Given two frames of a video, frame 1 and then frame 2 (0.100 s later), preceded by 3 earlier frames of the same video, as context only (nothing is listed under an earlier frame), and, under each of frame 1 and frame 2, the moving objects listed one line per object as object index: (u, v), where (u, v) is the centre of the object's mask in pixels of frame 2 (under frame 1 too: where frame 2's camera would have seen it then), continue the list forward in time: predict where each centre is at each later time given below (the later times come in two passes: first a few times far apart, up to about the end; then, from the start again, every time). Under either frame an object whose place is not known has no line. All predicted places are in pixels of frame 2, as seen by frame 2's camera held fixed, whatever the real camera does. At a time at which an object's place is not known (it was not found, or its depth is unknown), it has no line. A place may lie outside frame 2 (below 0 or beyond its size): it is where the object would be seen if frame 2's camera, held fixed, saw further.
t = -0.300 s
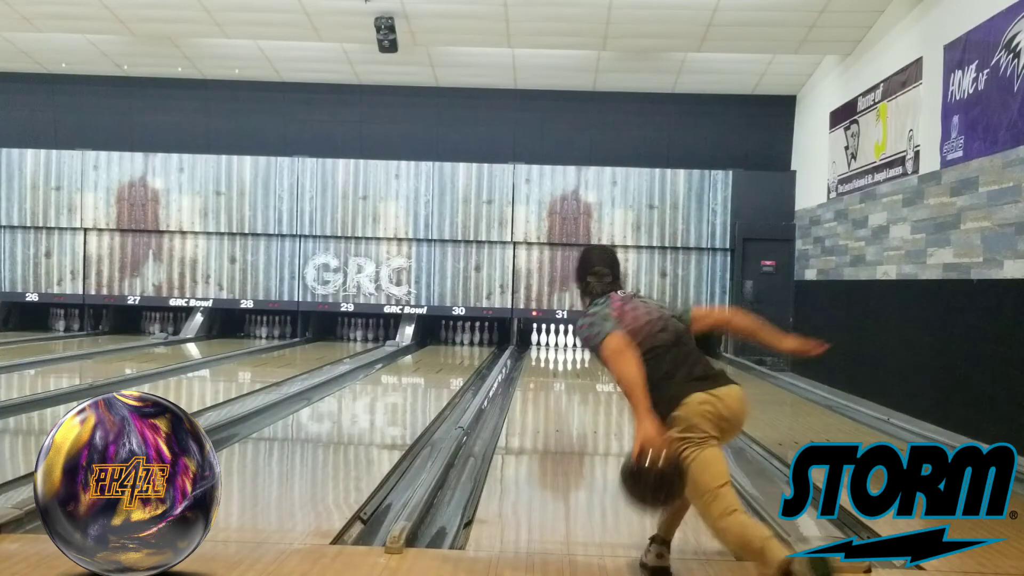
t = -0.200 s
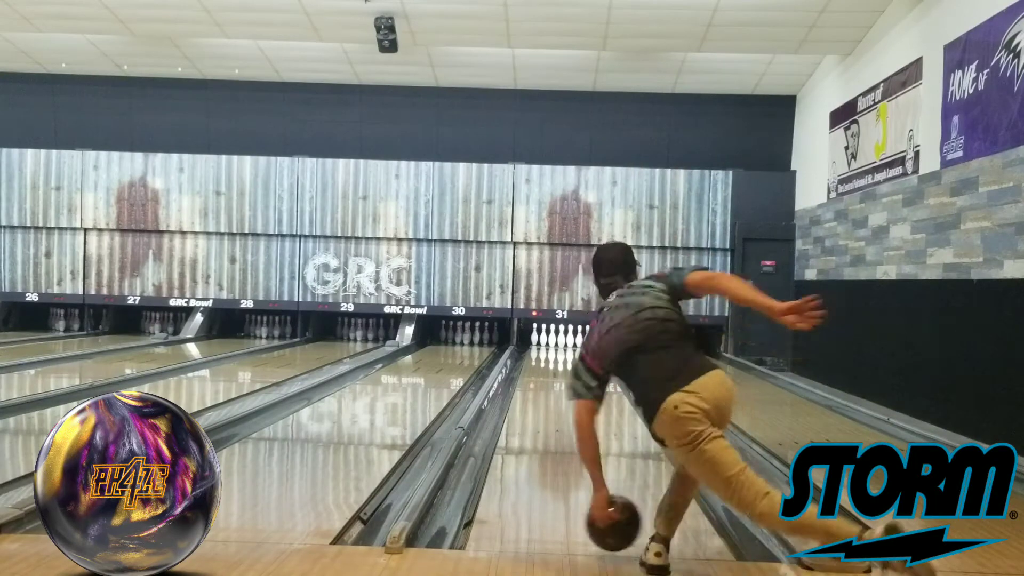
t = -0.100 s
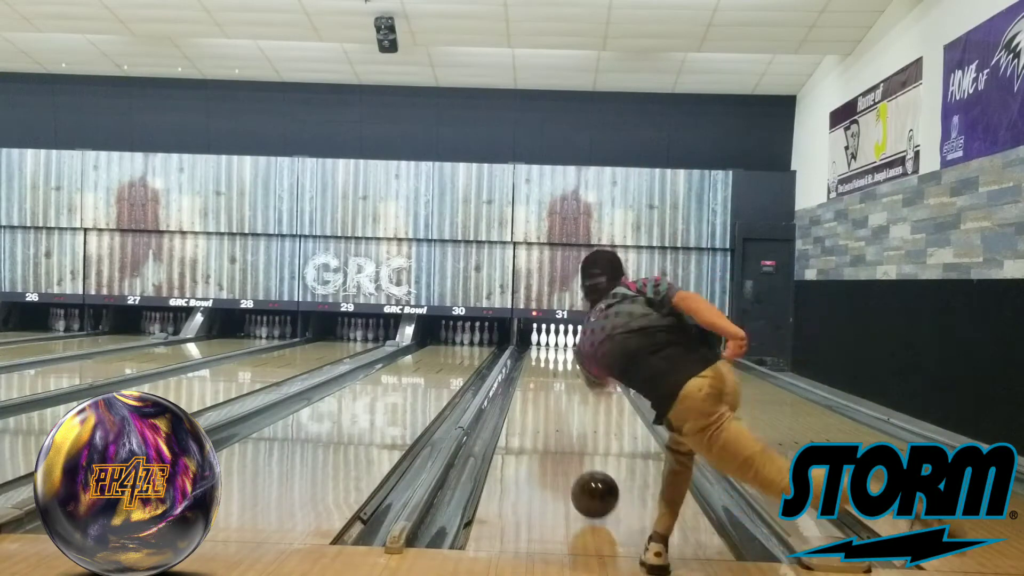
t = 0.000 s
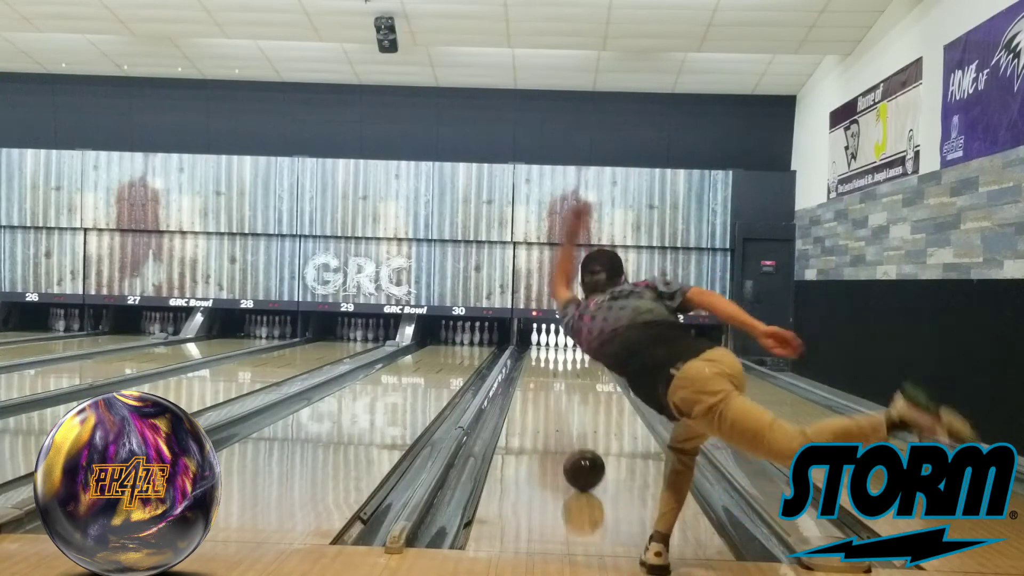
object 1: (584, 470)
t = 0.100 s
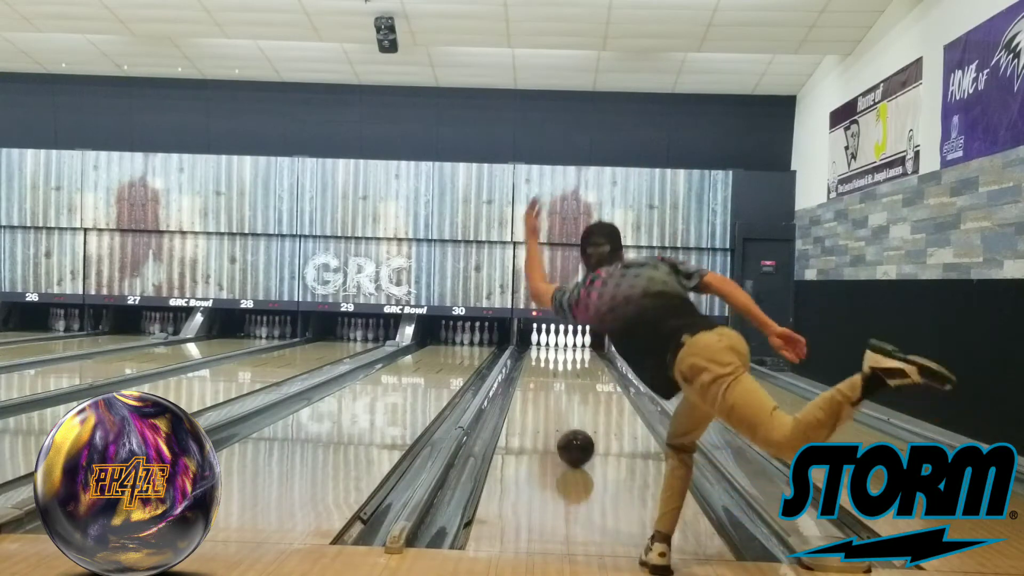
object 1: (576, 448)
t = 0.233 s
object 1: (567, 426)
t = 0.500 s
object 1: (557, 398)
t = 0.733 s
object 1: (552, 381)
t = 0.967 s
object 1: (548, 368)
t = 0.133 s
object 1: (574, 442)
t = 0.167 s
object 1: (571, 436)
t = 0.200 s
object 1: (569, 431)
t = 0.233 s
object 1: (567, 426)
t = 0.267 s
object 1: (566, 422)
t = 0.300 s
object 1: (564, 418)
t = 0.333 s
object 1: (563, 414)
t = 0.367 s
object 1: (562, 410)
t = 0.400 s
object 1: (560, 407)
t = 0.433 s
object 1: (559, 404)
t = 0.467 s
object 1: (558, 401)
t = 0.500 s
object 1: (557, 398)
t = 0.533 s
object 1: (556, 395)
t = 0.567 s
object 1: (555, 392)
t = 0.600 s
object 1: (554, 389)
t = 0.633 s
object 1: (554, 387)
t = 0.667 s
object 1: (553, 385)
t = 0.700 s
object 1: (552, 383)
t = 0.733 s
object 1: (552, 381)
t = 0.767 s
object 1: (551, 379)
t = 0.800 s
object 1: (550, 377)
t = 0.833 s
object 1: (550, 375)
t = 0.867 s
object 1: (550, 373)
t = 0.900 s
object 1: (549, 371)
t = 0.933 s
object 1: (548, 369)
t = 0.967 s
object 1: (548, 368)
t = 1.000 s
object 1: (548, 366)
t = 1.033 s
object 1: (547, 365)
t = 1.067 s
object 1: (547, 363)
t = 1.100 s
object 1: (547, 362)
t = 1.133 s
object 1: (547, 361)
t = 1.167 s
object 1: (547, 359)
